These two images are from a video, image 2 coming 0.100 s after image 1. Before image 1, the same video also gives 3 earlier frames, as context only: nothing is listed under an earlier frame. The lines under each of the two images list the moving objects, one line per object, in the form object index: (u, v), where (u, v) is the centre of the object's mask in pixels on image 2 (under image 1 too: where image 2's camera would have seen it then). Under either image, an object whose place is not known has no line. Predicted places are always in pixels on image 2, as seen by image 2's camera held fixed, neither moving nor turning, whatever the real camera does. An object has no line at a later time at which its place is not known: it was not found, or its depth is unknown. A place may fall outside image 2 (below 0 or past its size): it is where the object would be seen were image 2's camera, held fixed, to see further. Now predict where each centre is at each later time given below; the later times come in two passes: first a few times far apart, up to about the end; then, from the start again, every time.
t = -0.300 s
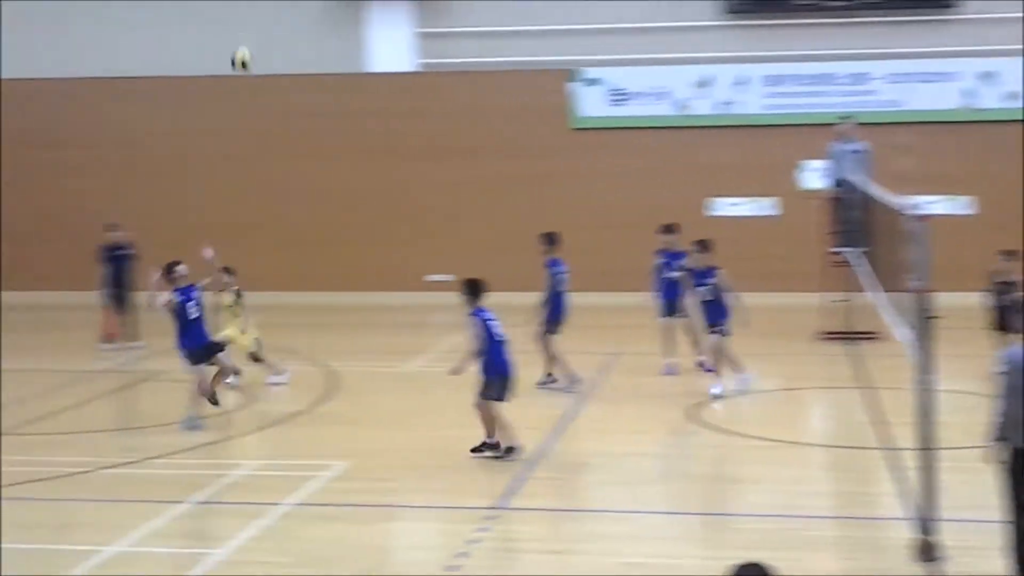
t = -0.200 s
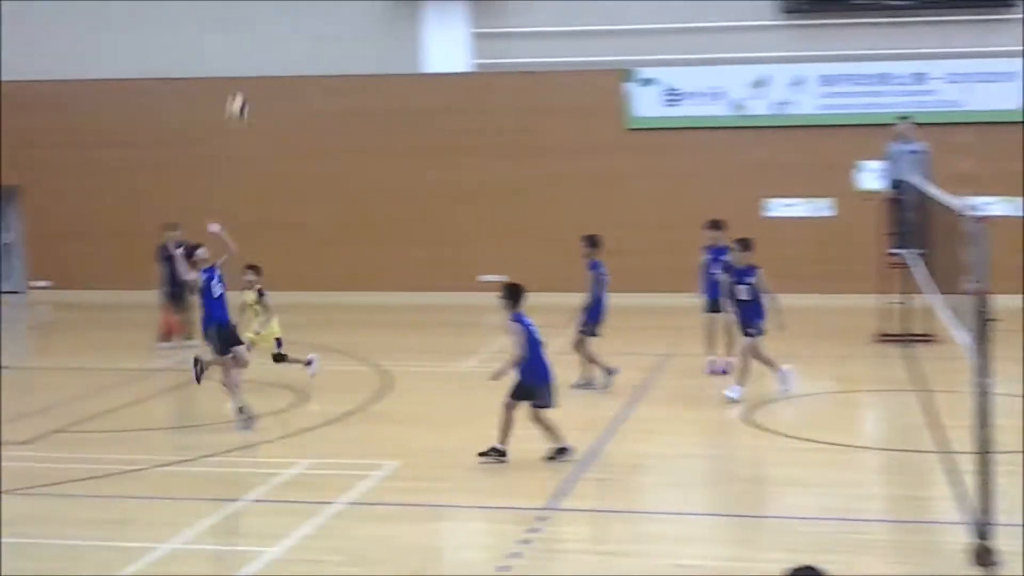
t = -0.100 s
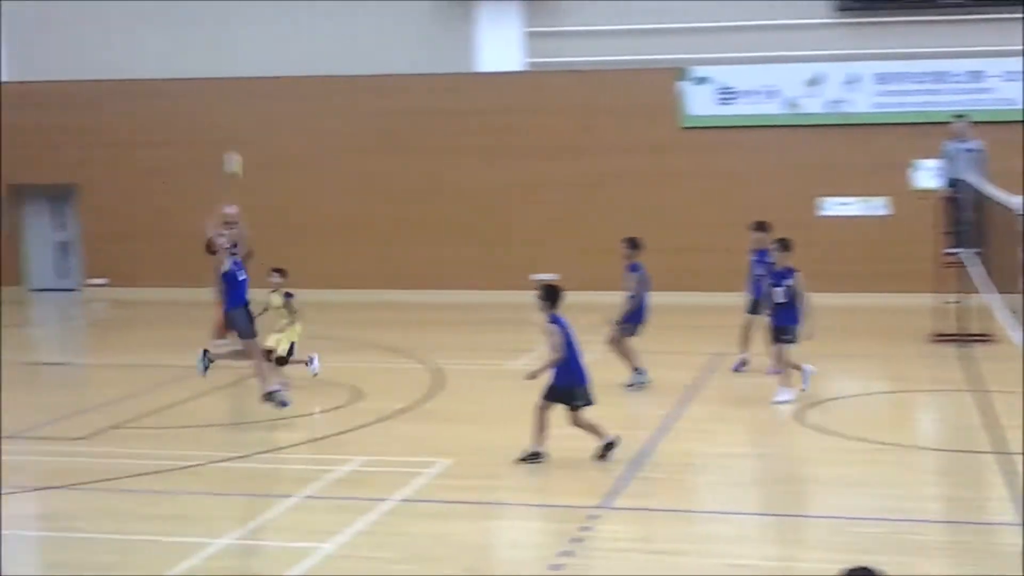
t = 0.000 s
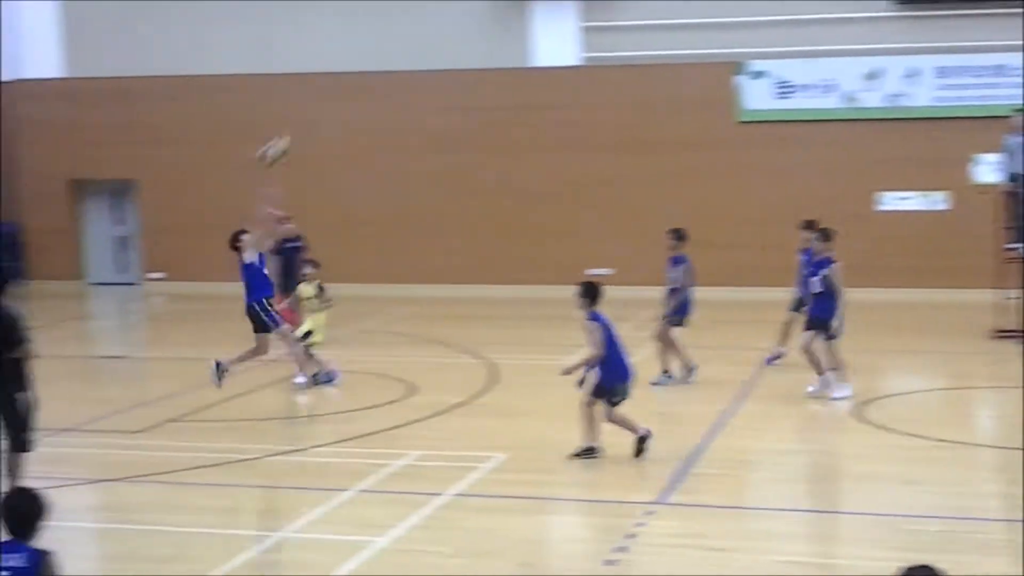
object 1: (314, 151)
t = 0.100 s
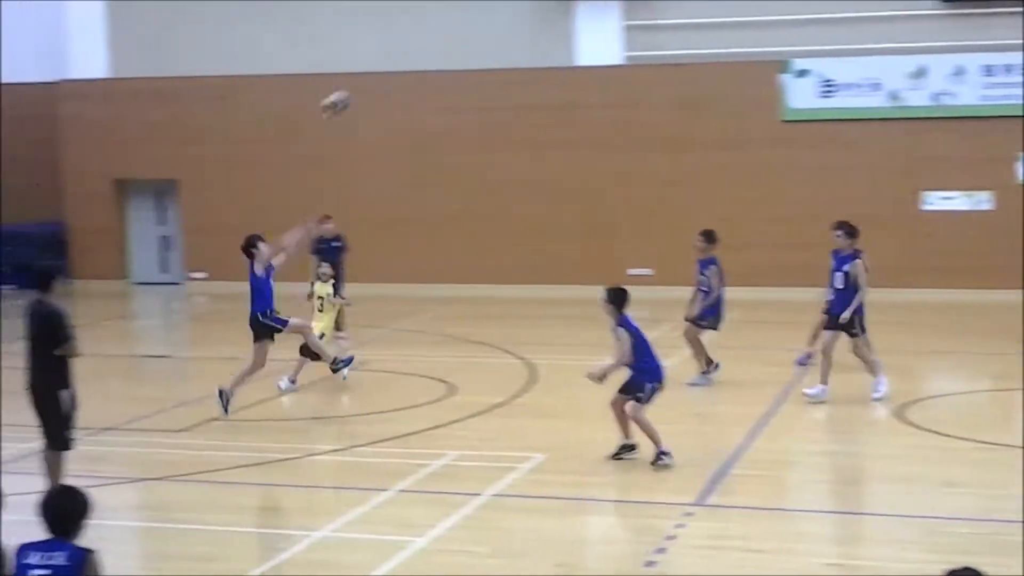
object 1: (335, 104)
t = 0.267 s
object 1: (372, 44)
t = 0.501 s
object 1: (421, 8)
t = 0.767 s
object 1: (476, 40)
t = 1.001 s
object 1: (525, 128)
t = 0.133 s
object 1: (343, 89)
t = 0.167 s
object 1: (351, 75)
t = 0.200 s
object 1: (358, 63)
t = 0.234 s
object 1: (366, 53)
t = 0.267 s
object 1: (372, 44)
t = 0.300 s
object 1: (380, 36)
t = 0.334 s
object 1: (388, 29)
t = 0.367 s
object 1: (395, 22)
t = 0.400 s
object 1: (402, 16)
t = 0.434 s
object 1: (407, 12)
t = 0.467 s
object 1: (415, 9)
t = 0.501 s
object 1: (421, 8)
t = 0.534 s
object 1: (429, 8)
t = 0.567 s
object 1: (437, 10)
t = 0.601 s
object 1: (443, 12)
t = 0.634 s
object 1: (449, 15)
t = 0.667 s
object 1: (456, 19)
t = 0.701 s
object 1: (462, 24)
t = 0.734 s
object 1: (470, 32)
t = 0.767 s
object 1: (476, 40)
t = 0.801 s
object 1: (483, 50)
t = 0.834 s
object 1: (489, 60)
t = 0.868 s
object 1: (498, 70)
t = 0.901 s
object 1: (503, 83)
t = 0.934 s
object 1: (510, 96)
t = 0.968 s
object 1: (518, 112)
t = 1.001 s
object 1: (525, 128)
